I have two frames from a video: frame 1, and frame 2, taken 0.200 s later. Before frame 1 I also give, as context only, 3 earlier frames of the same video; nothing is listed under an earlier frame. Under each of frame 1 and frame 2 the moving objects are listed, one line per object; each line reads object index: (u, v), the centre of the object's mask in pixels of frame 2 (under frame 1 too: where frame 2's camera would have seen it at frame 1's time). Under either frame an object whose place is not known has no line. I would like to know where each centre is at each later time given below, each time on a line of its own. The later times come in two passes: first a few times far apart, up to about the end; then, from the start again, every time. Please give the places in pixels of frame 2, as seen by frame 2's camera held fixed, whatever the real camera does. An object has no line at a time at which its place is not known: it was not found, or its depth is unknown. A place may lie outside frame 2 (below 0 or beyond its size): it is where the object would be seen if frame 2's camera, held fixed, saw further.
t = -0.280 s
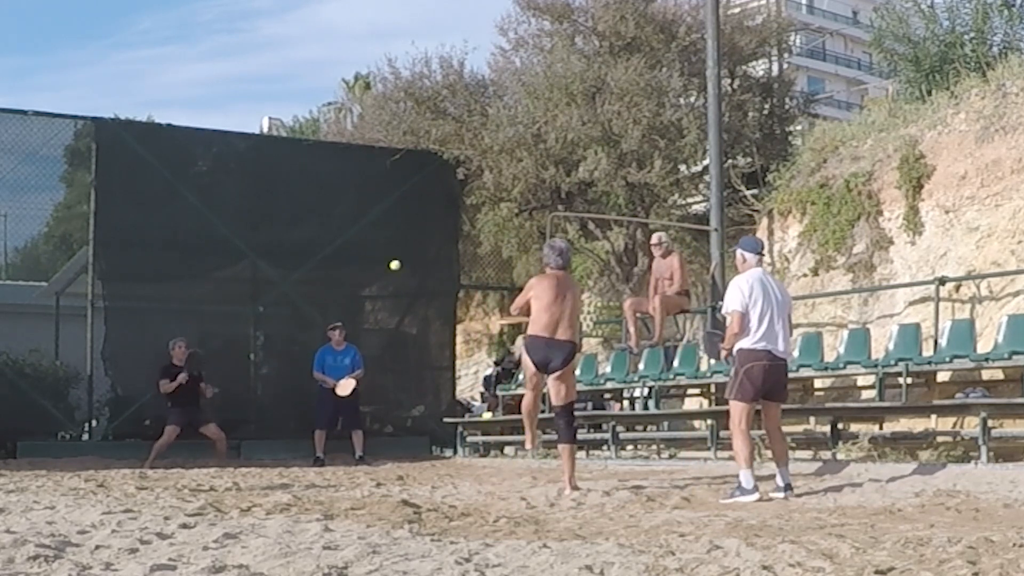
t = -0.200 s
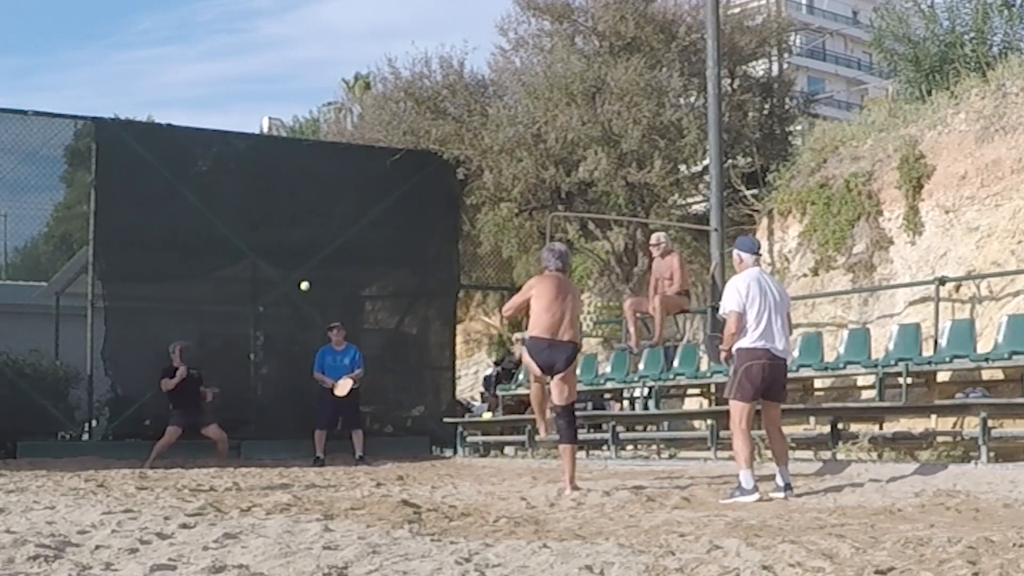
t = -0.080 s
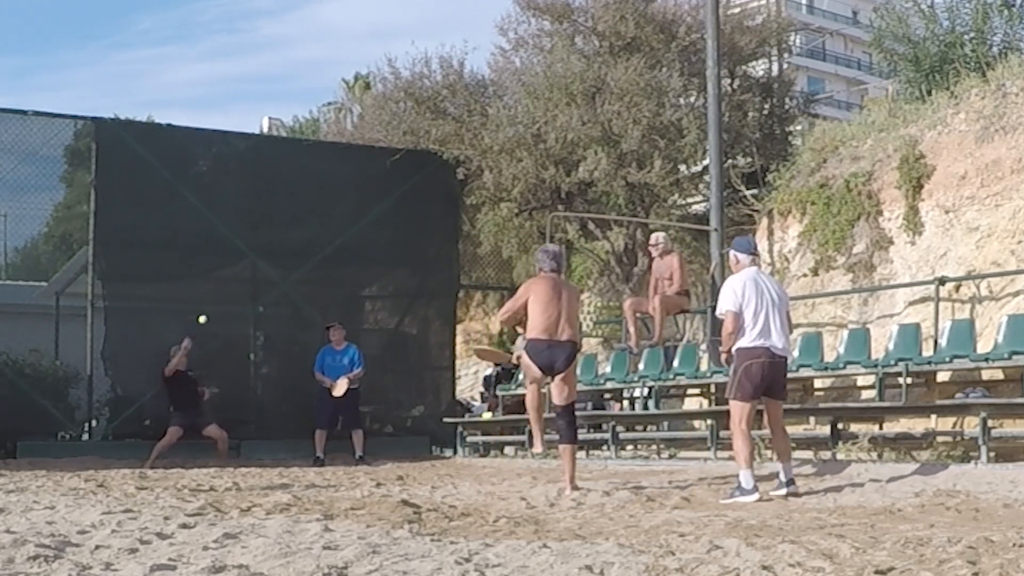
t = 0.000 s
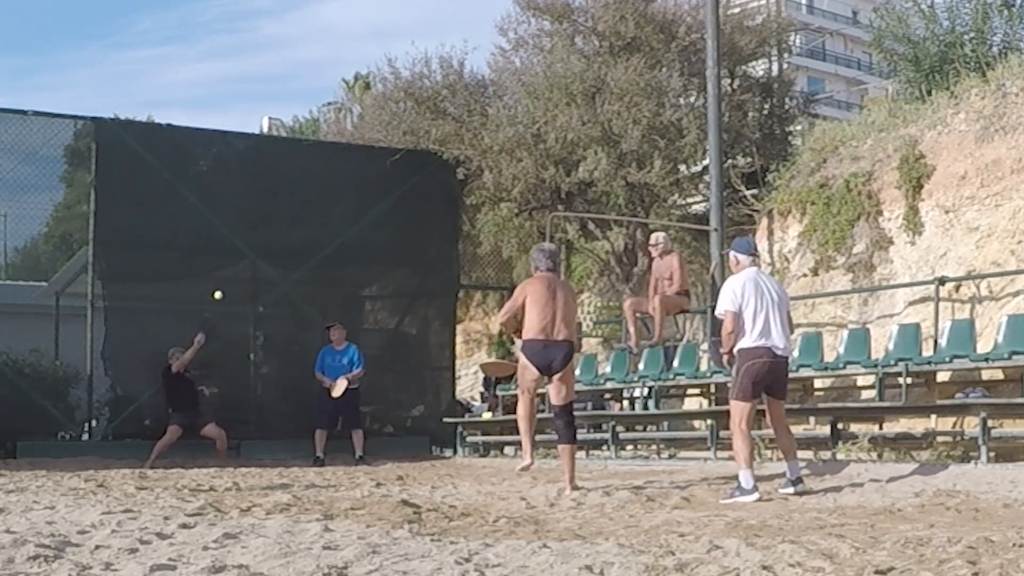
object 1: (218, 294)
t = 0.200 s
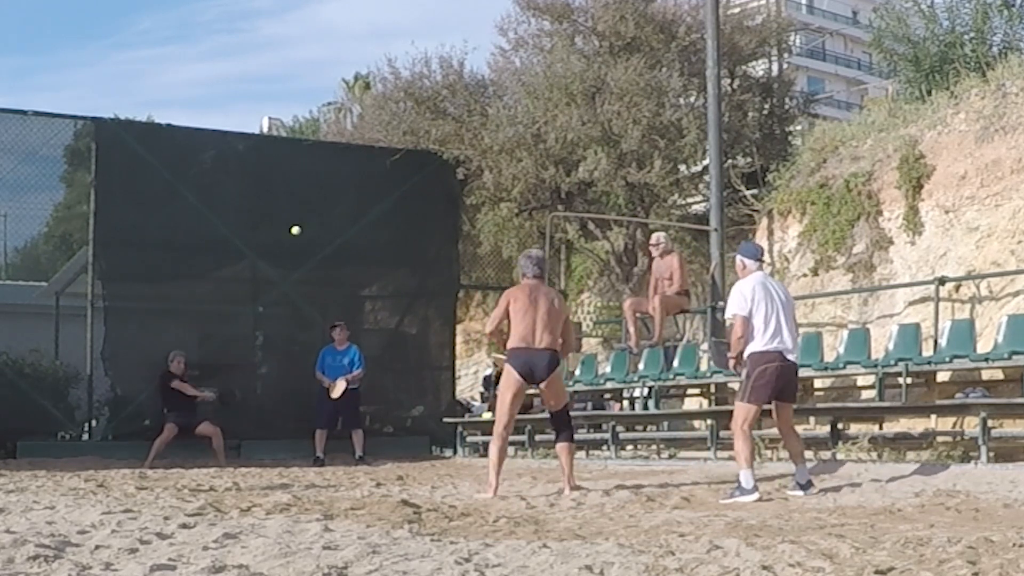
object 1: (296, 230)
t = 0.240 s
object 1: (312, 220)
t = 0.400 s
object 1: (384, 197)
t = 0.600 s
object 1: (489, 206)
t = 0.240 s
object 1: (312, 220)
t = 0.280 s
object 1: (330, 213)
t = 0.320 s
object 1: (347, 206)
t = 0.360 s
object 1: (366, 201)
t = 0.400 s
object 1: (384, 197)
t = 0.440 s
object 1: (404, 195)
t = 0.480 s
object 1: (425, 195)
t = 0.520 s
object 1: (445, 197)
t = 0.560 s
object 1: (466, 201)
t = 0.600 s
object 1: (489, 206)
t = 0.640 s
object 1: (513, 214)
